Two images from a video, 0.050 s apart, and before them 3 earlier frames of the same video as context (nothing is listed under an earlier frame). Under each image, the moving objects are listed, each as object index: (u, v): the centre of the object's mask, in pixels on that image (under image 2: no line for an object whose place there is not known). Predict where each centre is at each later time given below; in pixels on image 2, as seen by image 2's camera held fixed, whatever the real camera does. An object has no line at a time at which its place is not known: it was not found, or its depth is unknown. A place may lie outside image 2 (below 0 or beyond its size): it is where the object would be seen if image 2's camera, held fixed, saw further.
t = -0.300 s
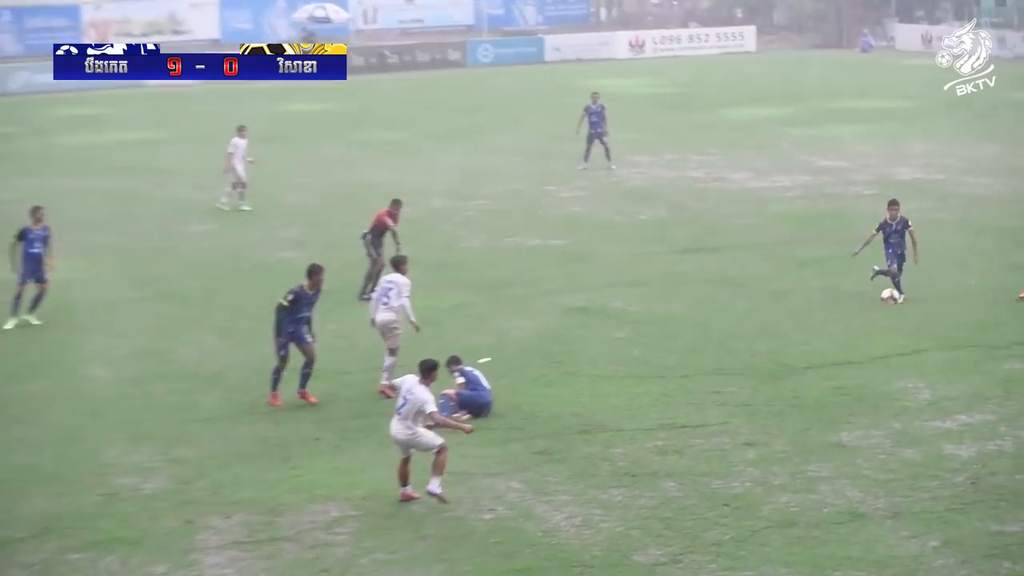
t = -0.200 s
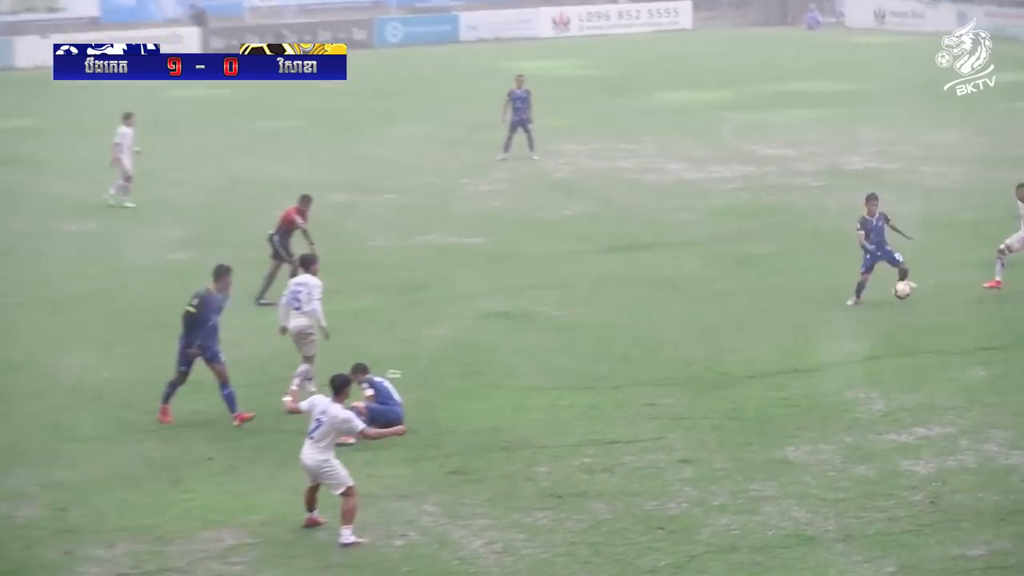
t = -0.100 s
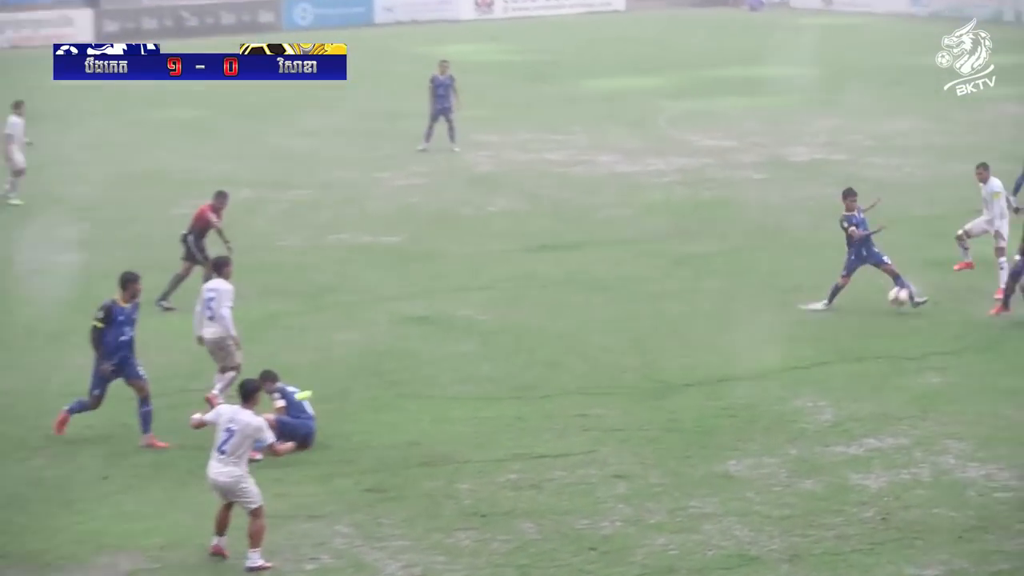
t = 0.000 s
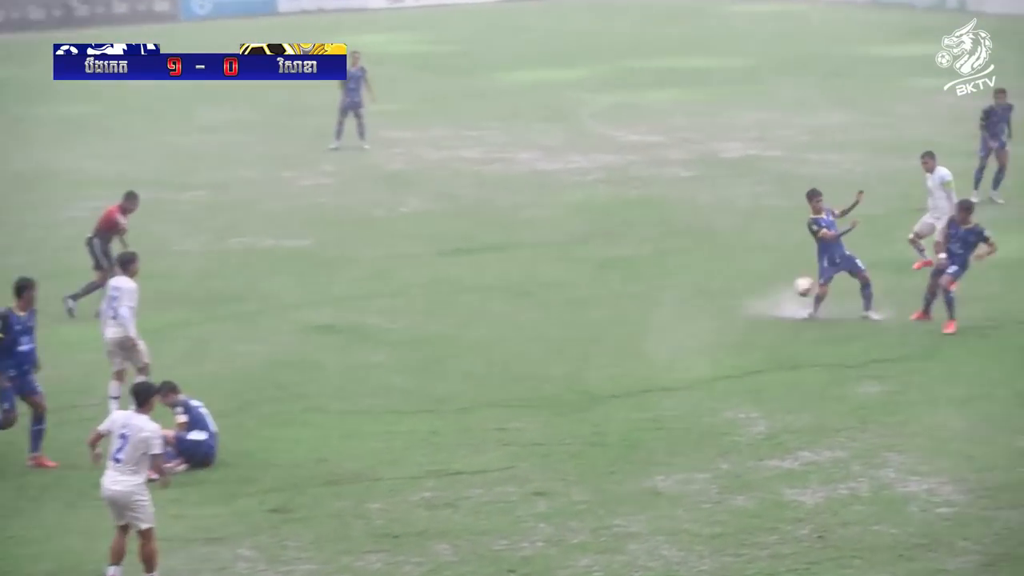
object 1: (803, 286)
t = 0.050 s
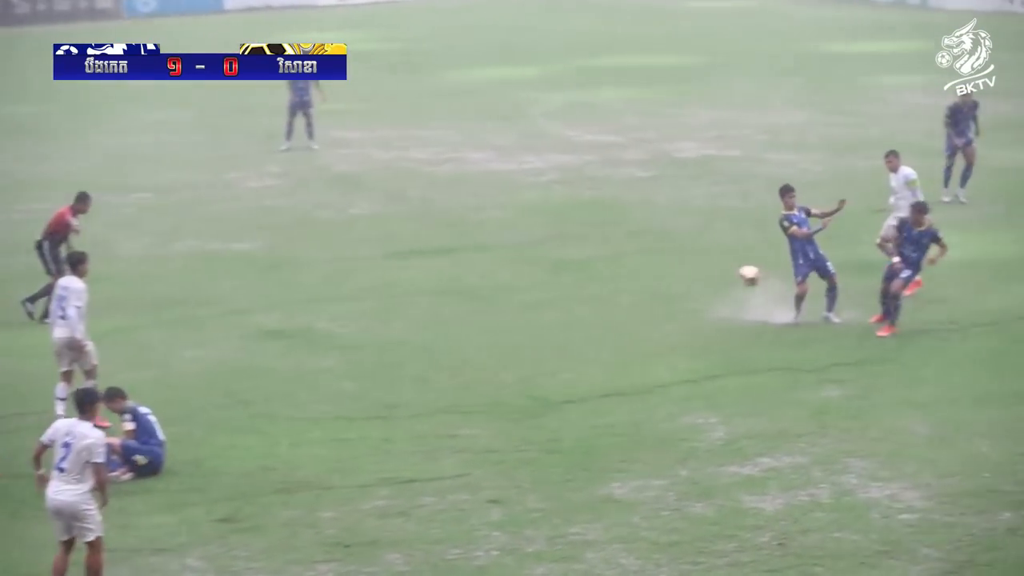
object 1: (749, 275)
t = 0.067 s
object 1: (742, 272)
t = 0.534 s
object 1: (583, 263)
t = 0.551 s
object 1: (580, 267)
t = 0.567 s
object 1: (577, 270)
